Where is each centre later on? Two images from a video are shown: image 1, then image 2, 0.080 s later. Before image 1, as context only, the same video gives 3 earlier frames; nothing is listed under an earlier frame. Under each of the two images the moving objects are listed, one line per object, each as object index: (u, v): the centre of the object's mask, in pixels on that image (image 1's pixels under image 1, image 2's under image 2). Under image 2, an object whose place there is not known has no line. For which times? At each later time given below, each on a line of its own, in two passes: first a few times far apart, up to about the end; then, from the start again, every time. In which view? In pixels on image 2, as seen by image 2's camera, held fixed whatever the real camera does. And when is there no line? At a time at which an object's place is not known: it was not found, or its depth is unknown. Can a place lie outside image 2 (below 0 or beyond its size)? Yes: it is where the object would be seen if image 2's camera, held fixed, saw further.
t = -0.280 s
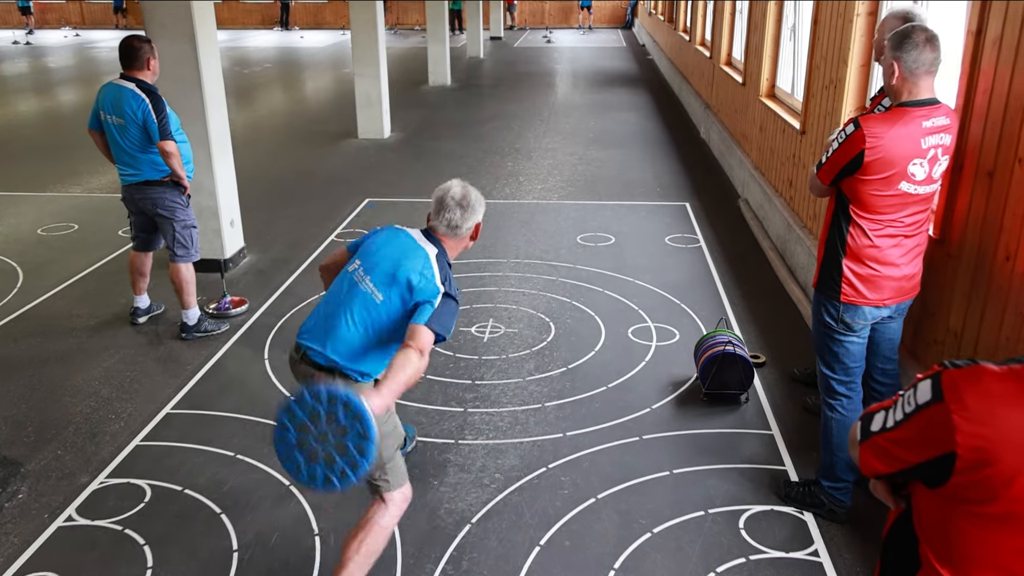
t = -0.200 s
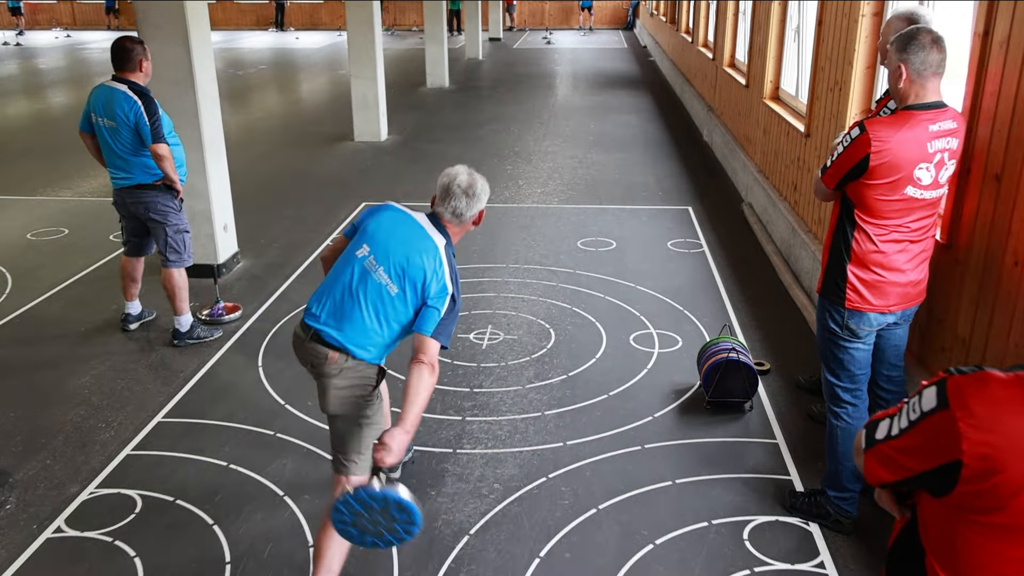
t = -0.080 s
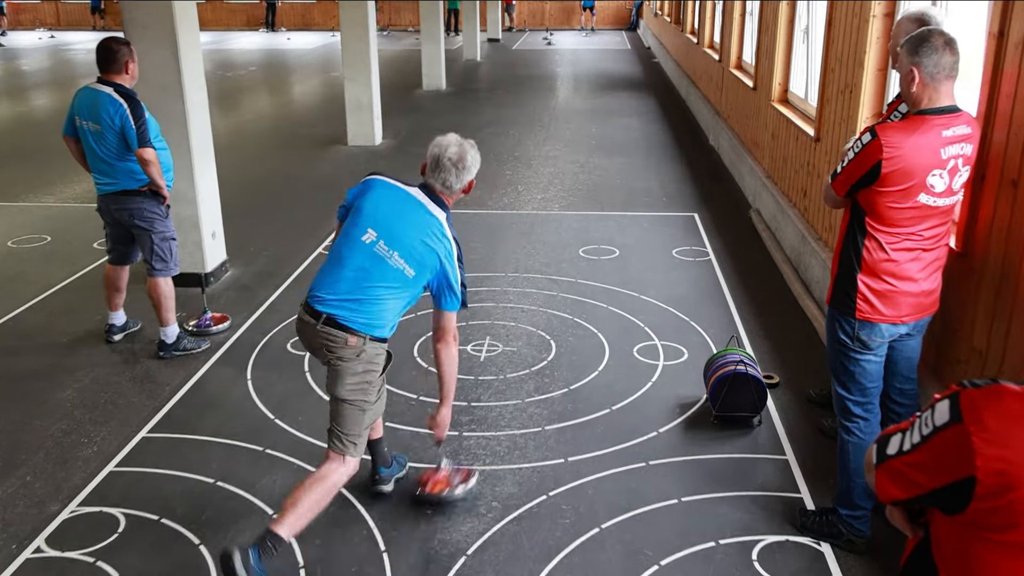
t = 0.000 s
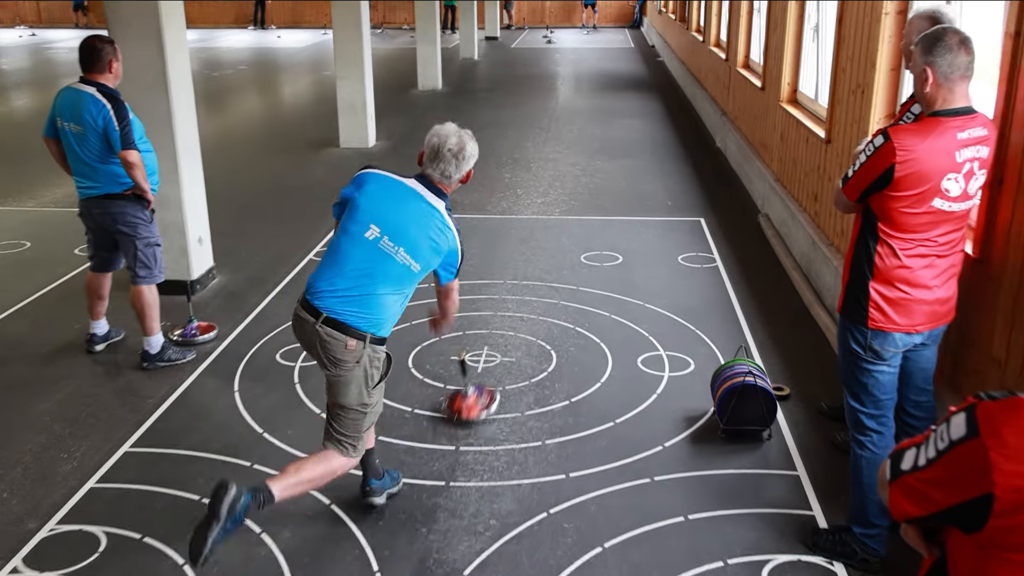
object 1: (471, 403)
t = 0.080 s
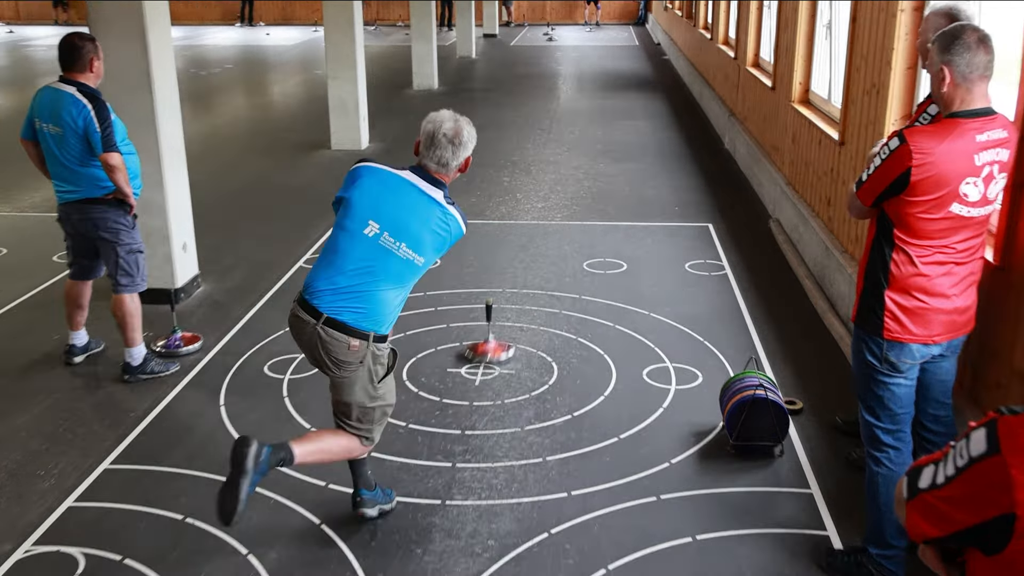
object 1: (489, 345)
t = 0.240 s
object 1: (517, 254)
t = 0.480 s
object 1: (539, 176)
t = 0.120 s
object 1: (497, 315)
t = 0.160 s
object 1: (504, 290)
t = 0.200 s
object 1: (510, 270)
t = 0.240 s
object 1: (517, 254)
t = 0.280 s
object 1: (522, 236)
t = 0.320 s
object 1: (527, 221)
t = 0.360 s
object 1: (530, 209)
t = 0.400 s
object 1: (533, 197)
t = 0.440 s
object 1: (536, 186)
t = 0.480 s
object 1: (539, 176)
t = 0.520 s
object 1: (542, 166)
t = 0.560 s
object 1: (544, 157)
